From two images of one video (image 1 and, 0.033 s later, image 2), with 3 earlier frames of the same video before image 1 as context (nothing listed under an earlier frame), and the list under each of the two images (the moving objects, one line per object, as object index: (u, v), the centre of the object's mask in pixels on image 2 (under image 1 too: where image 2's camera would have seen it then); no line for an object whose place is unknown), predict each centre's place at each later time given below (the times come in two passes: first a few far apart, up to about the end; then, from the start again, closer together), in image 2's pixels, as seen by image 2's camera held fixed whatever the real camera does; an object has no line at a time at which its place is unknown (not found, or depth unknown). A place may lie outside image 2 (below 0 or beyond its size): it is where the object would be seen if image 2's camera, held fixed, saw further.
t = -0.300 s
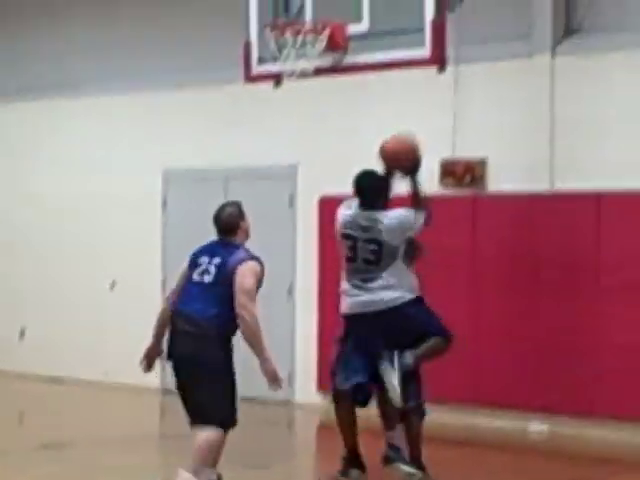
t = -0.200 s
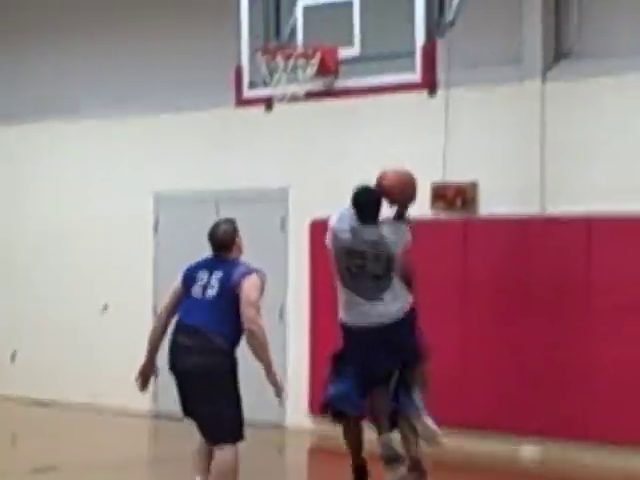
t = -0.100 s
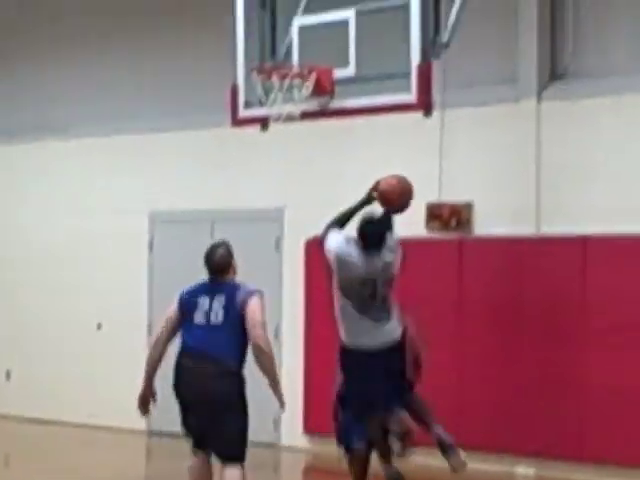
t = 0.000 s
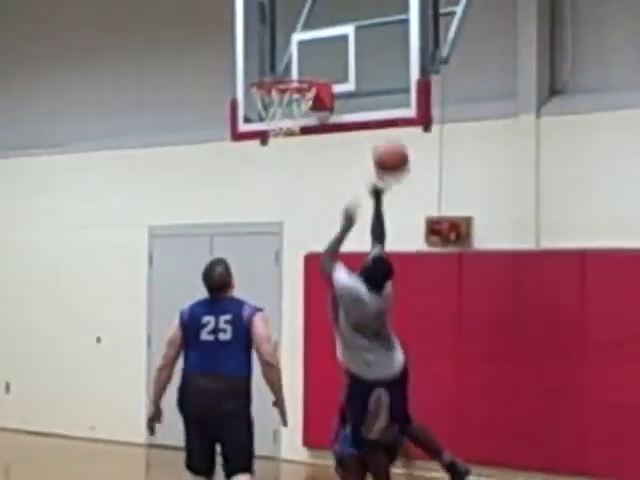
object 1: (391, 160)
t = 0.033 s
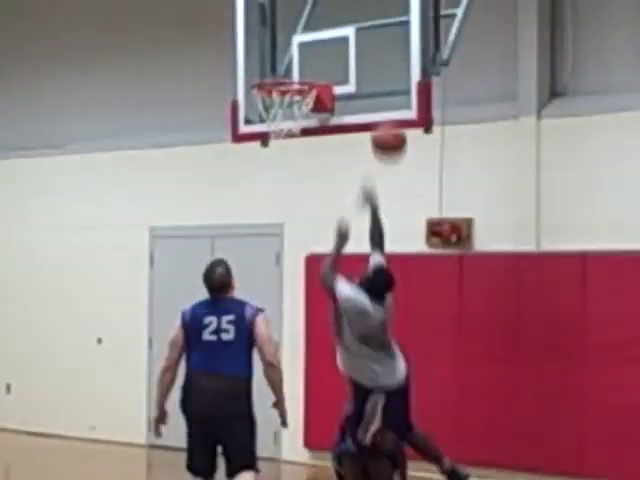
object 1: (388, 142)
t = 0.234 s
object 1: (370, 51)
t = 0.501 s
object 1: (329, 35)
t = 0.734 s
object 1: (297, 51)
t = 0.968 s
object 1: (282, 66)
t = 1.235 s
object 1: (272, 85)
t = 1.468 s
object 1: (277, 146)
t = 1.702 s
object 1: (287, 254)
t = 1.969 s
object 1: (295, 472)
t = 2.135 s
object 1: (309, 406)
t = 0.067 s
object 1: (386, 121)
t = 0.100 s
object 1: (382, 101)
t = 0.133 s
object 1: (379, 86)
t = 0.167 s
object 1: (376, 73)
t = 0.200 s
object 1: (374, 60)
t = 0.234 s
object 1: (370, 51)
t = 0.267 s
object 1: (367, 42)
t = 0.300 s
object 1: (364, 34)
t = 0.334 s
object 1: (361, 28)
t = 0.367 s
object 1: (356, 26)
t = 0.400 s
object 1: (349, 26)
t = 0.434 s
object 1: (342, 28)
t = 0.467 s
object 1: (335, 30)
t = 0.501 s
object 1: (329, 35)
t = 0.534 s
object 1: (322, 41)
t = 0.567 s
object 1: (316, 50)
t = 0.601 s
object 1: (309, 58)
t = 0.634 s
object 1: (304, 65)
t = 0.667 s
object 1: (302, 60)
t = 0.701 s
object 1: (300, 55)
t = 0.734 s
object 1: (297, 51)
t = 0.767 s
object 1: (296, 49)
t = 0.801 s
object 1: (293, 48)
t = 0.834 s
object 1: (291, 49)
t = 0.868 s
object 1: (288, 51)
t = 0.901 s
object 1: (286, 55)
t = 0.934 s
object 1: (284, 61)
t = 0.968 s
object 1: (282, 66)
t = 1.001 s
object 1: (280, 65)
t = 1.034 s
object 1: (278, 65)
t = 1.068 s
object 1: (277, 66)
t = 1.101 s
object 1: (274, 68)
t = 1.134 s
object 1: (272, 71)
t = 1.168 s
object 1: (271, 75)
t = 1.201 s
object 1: (270, 74)
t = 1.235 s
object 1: (272, 85)
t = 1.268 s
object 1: (272, 92)
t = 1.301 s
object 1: (273, 102)
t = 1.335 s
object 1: (272, 109)
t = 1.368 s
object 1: (275, 118)
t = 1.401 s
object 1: (275, 126)
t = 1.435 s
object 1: (276, 140)
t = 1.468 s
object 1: (277, 146)
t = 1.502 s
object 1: (279, 158)
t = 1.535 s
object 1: (280, 169)
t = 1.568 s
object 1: (282, 184)
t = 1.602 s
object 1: (283, 199)
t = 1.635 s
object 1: (285, 215)
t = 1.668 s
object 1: (286, 233)
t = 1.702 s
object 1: (287, 254)
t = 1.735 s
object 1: (289, 275)
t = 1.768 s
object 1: (289, 298)
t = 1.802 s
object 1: (290, 323)
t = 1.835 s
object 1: (290, 349)
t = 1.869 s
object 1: (292, 377)
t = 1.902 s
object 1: (292, 406)
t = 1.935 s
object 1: (294, 436)
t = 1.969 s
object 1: (295, 472)
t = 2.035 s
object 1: (298, 475)
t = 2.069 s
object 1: (301, 451)
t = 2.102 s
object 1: (306, 429)
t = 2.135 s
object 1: (309, 406)
